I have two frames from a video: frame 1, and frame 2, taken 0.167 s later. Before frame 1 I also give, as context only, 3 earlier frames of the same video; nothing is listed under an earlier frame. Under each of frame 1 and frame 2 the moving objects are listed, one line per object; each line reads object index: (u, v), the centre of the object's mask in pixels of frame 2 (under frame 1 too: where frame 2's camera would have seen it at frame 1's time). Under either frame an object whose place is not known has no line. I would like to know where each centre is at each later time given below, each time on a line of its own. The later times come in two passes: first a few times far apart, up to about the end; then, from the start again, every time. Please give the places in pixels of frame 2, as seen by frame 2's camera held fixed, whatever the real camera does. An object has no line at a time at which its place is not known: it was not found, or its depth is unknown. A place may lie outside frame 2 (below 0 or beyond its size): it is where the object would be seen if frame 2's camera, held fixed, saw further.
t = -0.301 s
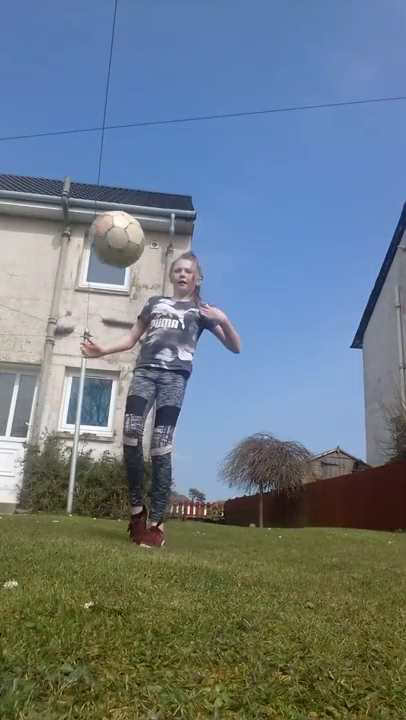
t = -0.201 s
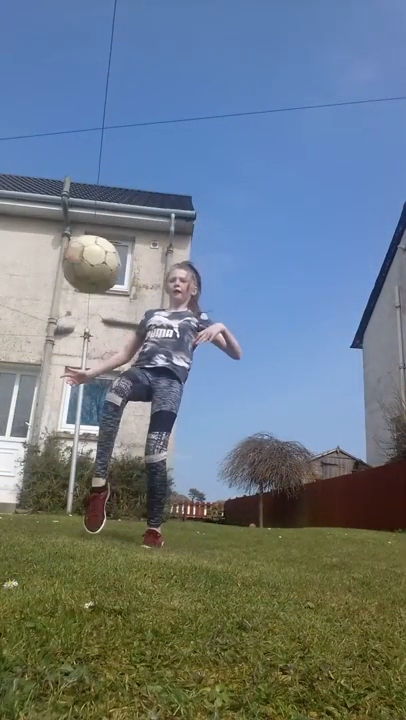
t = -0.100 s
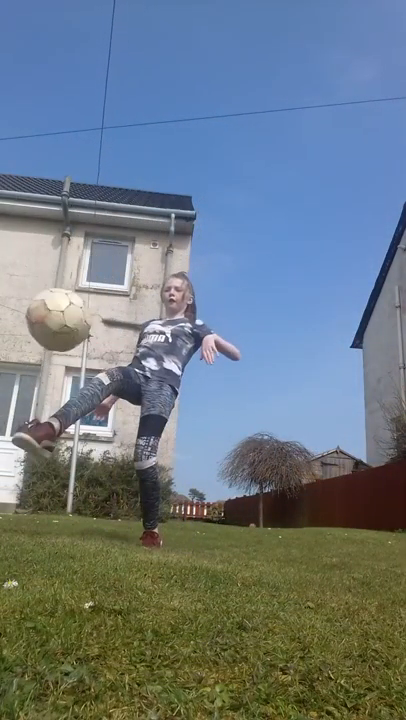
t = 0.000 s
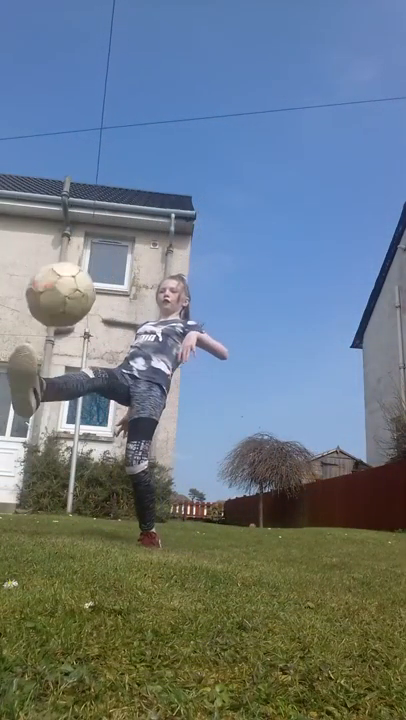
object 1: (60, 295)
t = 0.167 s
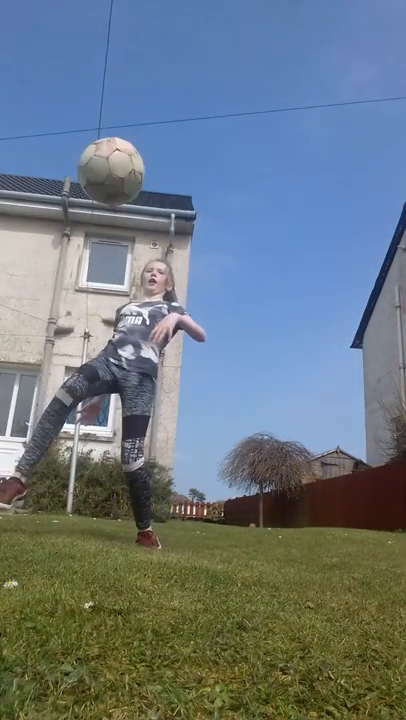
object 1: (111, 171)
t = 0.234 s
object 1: (128, 144)
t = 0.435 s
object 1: (172, 133)
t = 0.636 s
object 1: (214, 261)
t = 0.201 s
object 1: (120, 156)
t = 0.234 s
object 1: (128, 144)
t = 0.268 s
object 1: (136, 135)
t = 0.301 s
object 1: (144, 128)
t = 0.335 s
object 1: (151, 125)
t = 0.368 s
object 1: (158, 124)
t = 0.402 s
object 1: (165, 127)
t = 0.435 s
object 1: (172, 133)
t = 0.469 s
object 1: (178, 143)
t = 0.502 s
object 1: (185, 156)
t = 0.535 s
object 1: (192, 174)
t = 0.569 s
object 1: (199, 197)
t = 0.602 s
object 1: (206, 225)
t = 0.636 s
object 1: (214, 261)
